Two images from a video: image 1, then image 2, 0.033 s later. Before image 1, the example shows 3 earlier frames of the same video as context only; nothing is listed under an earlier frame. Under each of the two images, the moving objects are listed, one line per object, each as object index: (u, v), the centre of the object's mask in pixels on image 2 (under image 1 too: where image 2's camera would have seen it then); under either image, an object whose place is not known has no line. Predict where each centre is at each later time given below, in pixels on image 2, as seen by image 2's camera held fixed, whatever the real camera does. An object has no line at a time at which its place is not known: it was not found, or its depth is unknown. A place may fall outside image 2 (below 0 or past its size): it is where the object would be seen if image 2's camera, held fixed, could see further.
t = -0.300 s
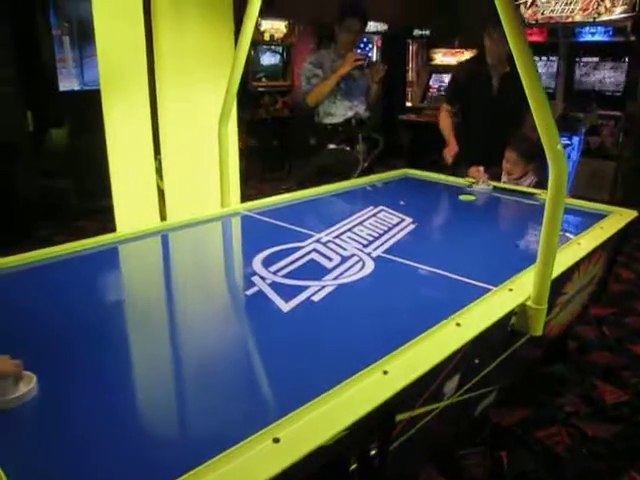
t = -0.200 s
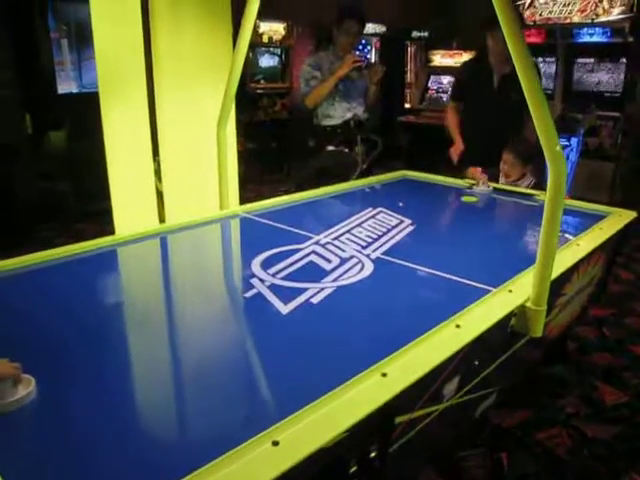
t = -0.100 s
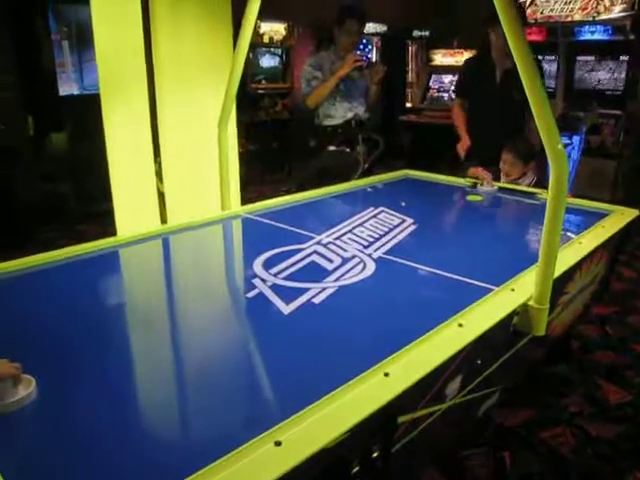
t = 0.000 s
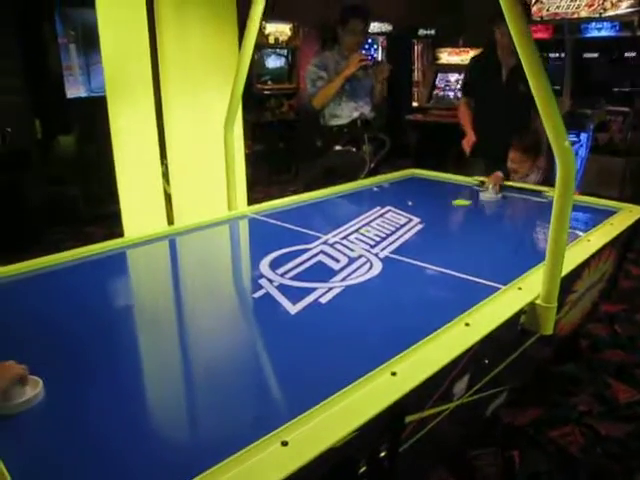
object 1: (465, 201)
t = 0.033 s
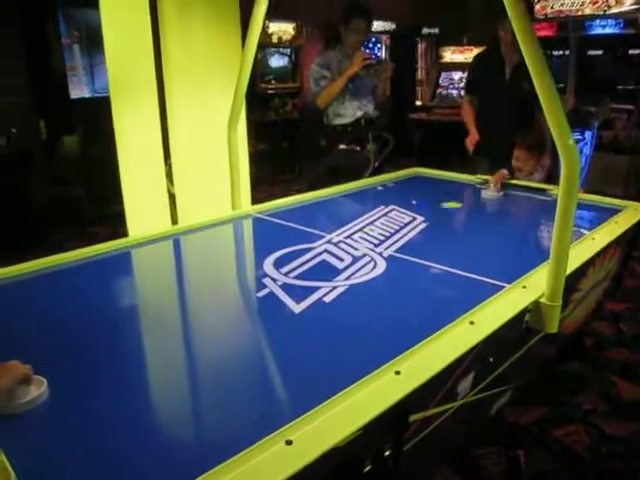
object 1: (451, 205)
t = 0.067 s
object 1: (436, 209)
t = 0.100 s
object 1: (421, 213)
